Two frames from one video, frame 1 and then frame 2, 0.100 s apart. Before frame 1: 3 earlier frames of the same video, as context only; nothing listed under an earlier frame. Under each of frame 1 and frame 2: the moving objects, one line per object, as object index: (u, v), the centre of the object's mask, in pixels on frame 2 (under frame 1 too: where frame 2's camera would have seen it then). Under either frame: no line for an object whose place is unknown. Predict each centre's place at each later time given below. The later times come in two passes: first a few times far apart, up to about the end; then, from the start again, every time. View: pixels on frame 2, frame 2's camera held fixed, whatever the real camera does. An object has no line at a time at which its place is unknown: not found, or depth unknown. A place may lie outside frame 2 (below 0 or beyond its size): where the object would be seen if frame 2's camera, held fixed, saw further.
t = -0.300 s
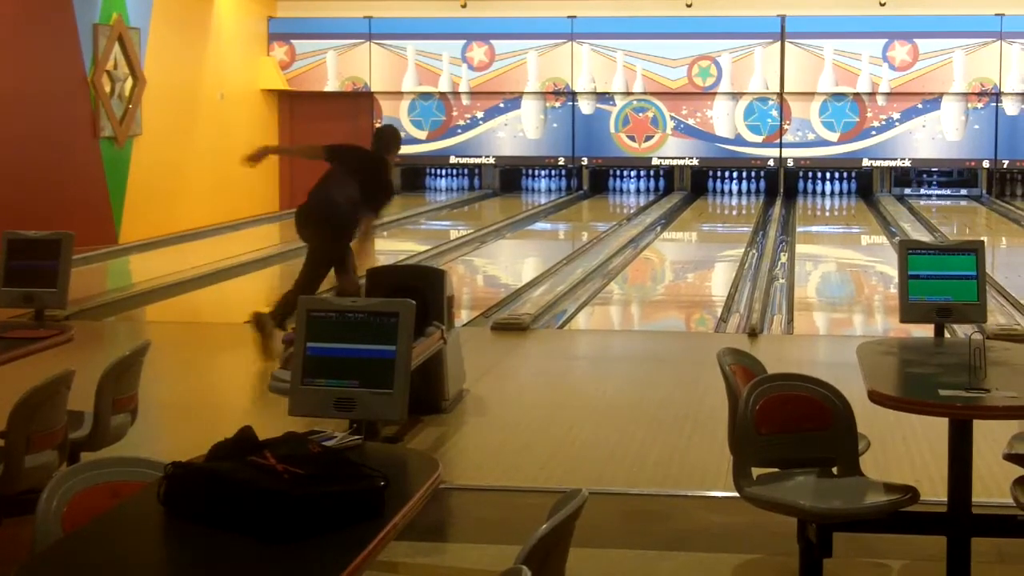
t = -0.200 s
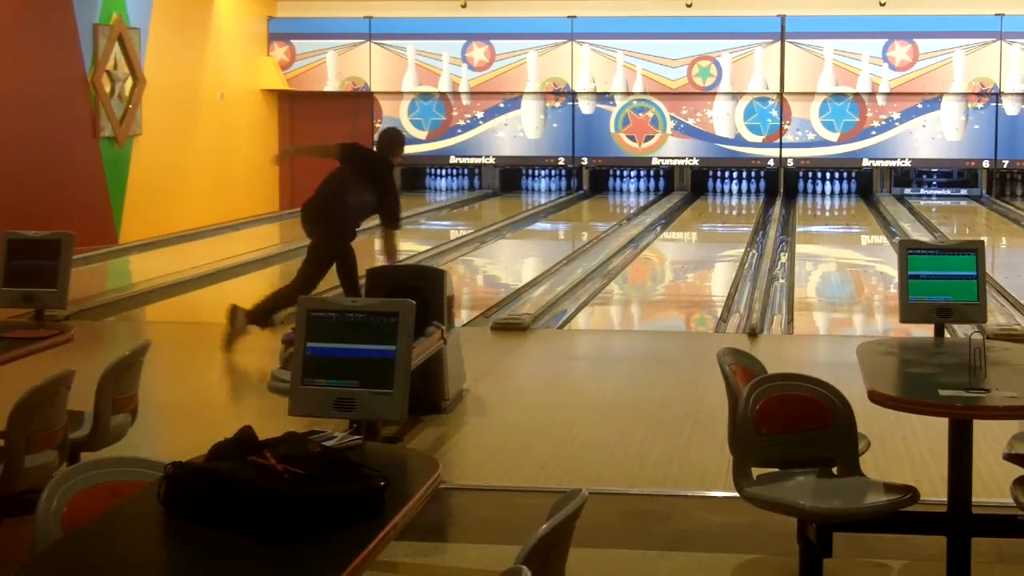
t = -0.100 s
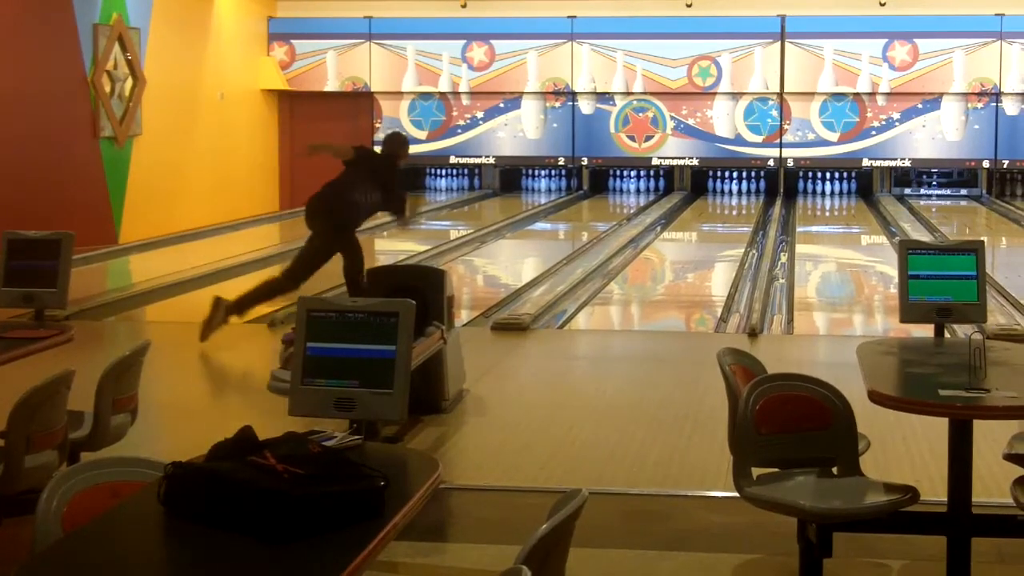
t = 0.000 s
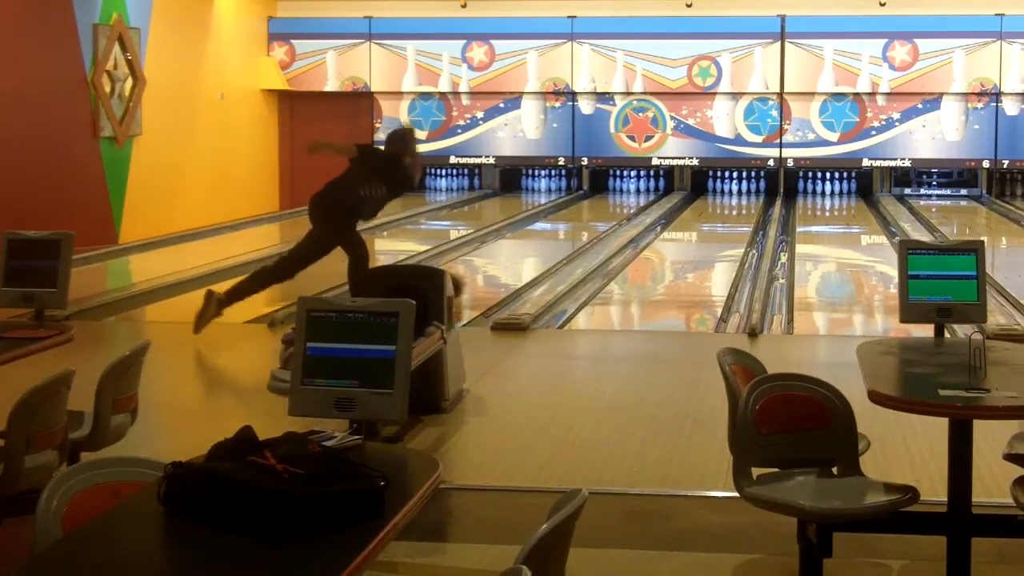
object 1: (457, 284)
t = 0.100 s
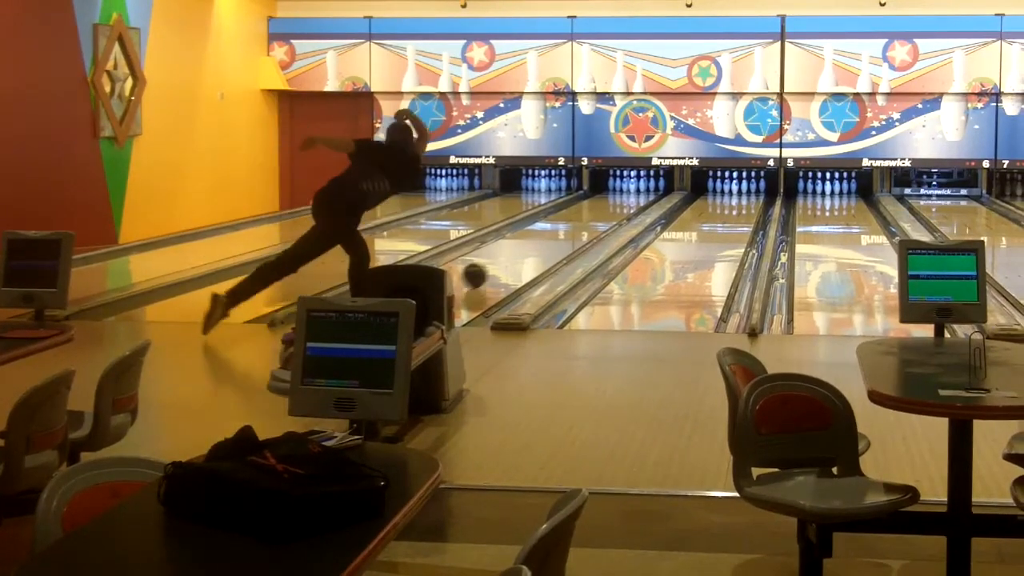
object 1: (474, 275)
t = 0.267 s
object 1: (508, 259)
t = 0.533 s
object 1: (550, 239)
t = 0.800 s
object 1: (582, 224)
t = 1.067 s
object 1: (604, 212)
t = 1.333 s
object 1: (620, 202)
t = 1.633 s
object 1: (631, 193)
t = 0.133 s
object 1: (481, 272)
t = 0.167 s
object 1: (489, 268)
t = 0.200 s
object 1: (496, 265)
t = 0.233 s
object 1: (502, 262)
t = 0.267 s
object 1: (508, 259)
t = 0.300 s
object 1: (514, 256)
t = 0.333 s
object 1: (520, 253)
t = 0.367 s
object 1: (525, 251)
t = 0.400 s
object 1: (531, 248)
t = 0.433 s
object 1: (536, 246)
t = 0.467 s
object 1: (541, 244)
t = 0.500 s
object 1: (546, 241)
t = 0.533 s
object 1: (550, 239)
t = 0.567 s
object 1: (554, 237)
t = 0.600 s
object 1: (559, 235)
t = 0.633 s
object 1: (563, 233)
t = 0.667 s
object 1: (567, 231)
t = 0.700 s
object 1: (571, 229)
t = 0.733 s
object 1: (574, 227)
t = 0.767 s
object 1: (578, 226)
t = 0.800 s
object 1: (582, 224)
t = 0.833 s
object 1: (584, 222)
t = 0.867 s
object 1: (588, 220)
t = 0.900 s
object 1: (591, 219)
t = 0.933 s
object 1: (594, 217)
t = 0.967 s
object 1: (597, 216)
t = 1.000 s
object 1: (599, 214)
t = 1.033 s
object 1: (602, 213)
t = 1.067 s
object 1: (604, 212)
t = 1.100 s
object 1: (606, 211)
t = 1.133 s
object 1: (608, 209)
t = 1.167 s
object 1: (610, 208)
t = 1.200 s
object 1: (612, 207)
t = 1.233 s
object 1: (615, 206)
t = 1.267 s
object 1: (616, 205)
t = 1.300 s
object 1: (618, 204)
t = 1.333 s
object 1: (620, 202)
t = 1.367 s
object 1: (621, 201)
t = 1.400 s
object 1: (623, 199)
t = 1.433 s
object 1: (624, 199)
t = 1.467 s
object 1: (625, 198)
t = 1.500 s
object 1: (627, 197)
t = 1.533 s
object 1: (628, 196)
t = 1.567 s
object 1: (629, 195)
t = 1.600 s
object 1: (630, 194)
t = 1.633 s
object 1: (631, 193)
